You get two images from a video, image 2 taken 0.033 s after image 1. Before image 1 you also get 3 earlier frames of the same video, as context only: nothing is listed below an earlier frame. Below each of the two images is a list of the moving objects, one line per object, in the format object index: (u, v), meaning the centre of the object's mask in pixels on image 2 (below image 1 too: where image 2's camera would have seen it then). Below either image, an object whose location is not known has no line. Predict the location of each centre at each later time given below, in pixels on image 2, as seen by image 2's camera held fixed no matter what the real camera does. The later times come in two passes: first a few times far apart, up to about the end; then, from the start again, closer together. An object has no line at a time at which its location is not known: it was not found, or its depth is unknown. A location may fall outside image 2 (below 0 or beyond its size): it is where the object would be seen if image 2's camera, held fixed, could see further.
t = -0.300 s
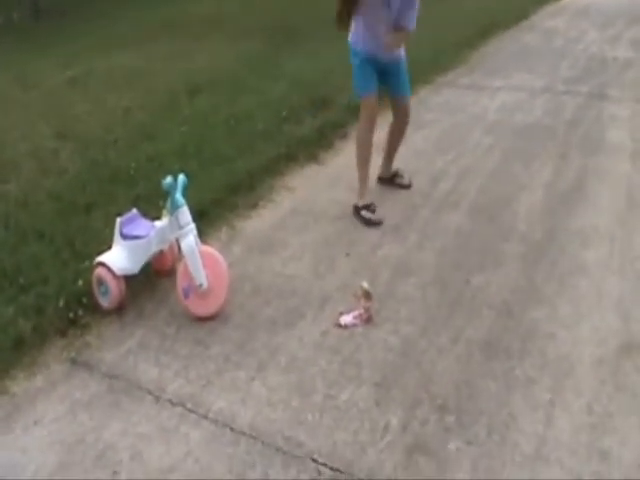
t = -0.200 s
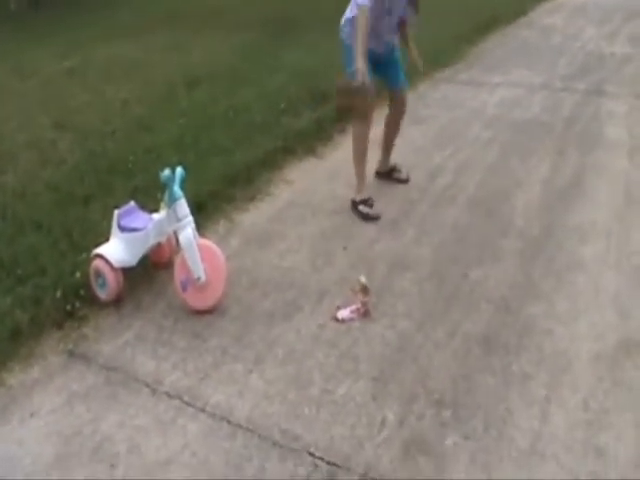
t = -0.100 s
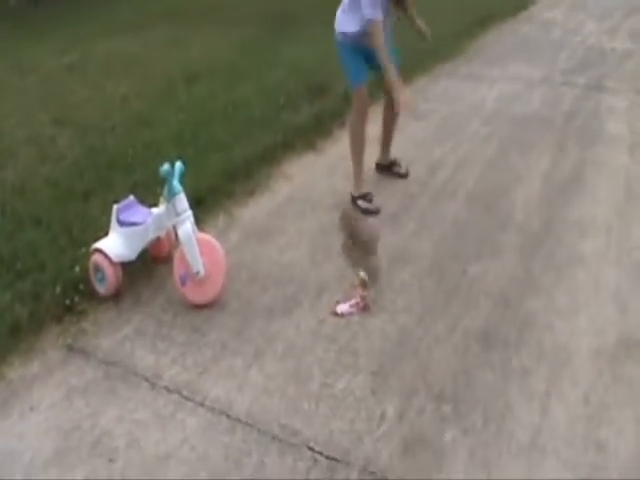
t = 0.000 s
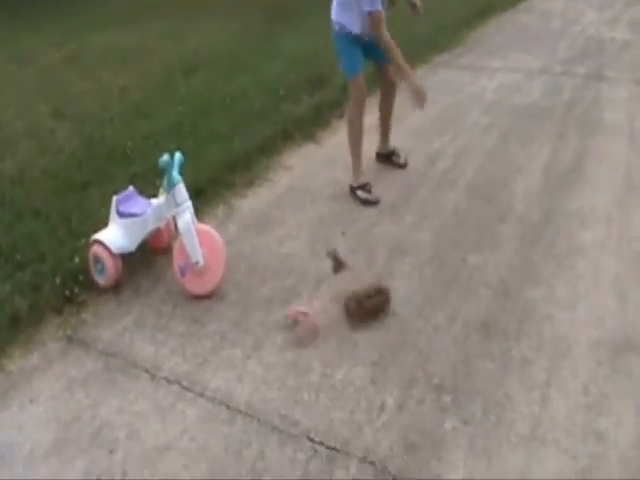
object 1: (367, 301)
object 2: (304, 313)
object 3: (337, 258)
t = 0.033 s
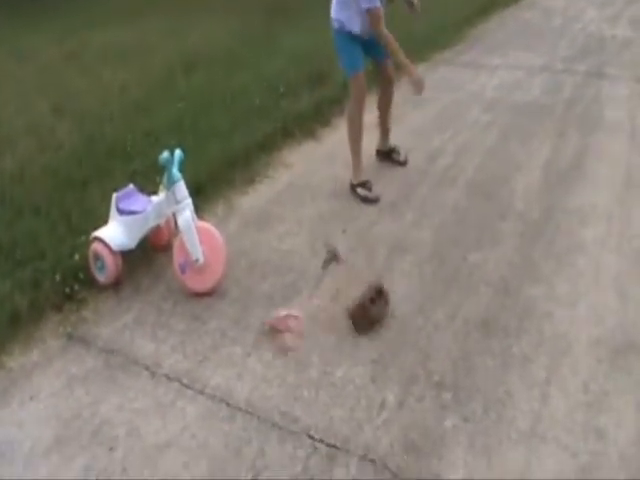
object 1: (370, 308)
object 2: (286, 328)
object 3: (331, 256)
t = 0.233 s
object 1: (375, 344)
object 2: (199, 380)
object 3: (293, 298)
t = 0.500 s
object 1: (371, 378)
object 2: (153, 415)
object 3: (228, 423)
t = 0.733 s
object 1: (370, 393)
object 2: (144, 425)
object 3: (198, 449)
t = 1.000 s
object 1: (369, 393)
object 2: (132, 436)
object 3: (203, 447)
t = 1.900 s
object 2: (146, 440)
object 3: (201, 448)
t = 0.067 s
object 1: (371, 312)
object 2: (266, 338)
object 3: (326, 255)
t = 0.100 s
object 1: (374, 315)
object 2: (253, 343)
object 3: (321, 257)
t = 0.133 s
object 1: (375, 322)
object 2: (239, 350)
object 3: (315, 262)
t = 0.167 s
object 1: (377, 330)
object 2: (225, 357)
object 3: (308, 273)
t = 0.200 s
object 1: (377, 338)
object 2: (212, 367)
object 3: (301, 281)
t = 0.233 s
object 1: (375, 344)
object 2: (199, 380)
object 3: (293, 298)
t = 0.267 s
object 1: (374, 355)
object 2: (190, 391)
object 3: (290, 319)
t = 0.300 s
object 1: (373, 366)
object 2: (181, 394)
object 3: (284, 345)
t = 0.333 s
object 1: (375, 370)
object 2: (174, 400)
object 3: (276, 369)
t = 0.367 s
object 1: (375, 370)
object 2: (170, 403)
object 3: (270, 382)
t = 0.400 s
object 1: (374, 373)
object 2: (163, 408)
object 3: (260, 388)
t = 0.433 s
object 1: (373, 375)
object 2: (157, 411)
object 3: (248, 403)
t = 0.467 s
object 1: (373, 377)
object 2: (155, 416)
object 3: (238, 413)
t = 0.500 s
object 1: (371, 378)
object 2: (153, 415)
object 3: (228, 423)
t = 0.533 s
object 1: (371, 381)
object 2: (151, 418)
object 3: (222, 429)
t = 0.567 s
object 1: (371, 385)
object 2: (150, 420)
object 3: (217, 433)
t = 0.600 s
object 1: (371, 387)
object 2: (148, 421)
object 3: (211, 438)
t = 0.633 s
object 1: (370, 389)
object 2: (146, 422)
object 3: (205, 443)
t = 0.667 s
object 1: (371, 391)
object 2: (145, 424)
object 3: (202, 446)
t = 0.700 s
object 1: (369, 391)
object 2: (144, 424)
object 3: (199, 448)
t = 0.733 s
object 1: (370, 393)
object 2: (144, 425)
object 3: (198, 449)
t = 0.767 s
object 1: (370, 393)
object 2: (142, 426)
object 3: (198, 449)
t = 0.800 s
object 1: (369, 394)
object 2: (141, 428)
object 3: (199, 449)
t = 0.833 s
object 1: (369, 393)
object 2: (142, 431)
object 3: (200, 448)
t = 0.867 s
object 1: (368, 394)
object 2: (137, 434)
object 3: (201, 447)
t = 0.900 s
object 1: (368, 394)
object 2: (135, 436)
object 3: (202, 447)
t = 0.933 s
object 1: (369, 394)
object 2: (133, 436)
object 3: (202, 447)
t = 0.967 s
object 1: (369, 394)
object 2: (132, 437)
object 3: (203, 447)
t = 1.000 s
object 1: (369, 393)
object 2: (132, 436)
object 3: (203, 447)
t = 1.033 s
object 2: (132, 436)
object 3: (202, 448)
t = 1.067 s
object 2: (131, 436)
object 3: (202, 448)
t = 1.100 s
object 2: (131, 436)
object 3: (202, 448)
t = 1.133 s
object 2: (131, 436)
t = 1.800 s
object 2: (133, 438)
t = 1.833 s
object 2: (135, 438)
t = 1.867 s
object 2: (139, 437)
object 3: (201, 448)
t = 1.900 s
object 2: (146, 440)
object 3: (201, 448)
